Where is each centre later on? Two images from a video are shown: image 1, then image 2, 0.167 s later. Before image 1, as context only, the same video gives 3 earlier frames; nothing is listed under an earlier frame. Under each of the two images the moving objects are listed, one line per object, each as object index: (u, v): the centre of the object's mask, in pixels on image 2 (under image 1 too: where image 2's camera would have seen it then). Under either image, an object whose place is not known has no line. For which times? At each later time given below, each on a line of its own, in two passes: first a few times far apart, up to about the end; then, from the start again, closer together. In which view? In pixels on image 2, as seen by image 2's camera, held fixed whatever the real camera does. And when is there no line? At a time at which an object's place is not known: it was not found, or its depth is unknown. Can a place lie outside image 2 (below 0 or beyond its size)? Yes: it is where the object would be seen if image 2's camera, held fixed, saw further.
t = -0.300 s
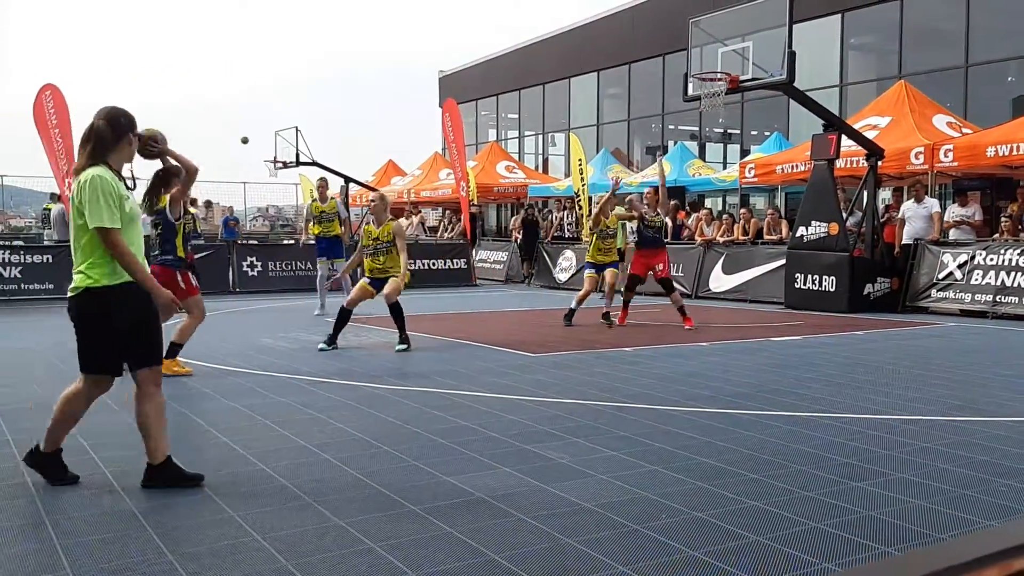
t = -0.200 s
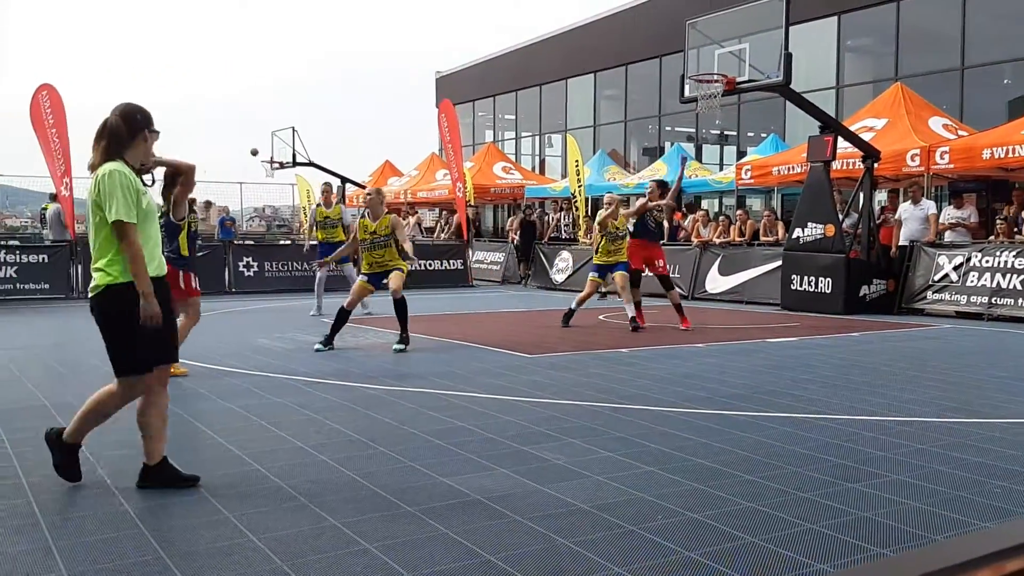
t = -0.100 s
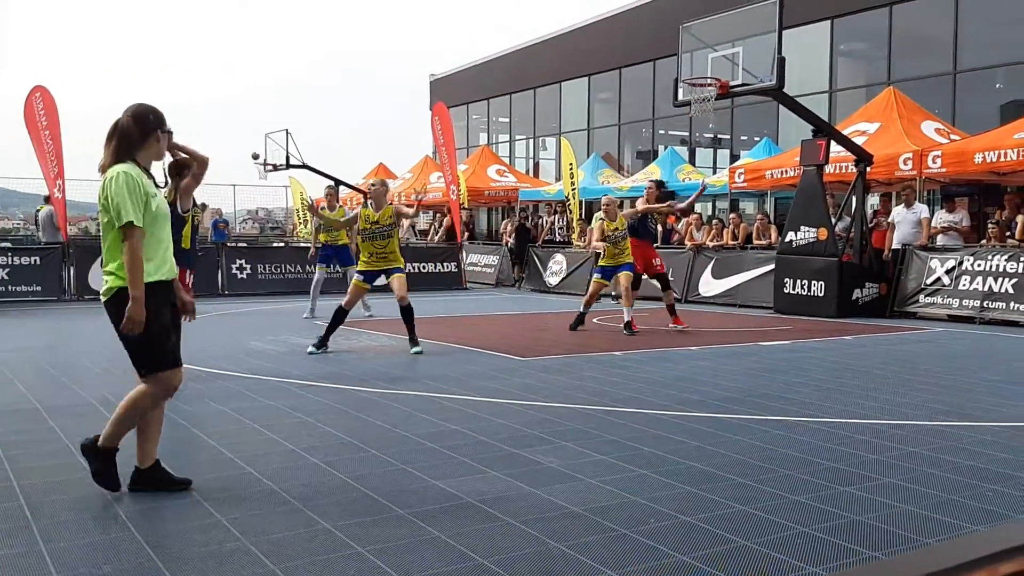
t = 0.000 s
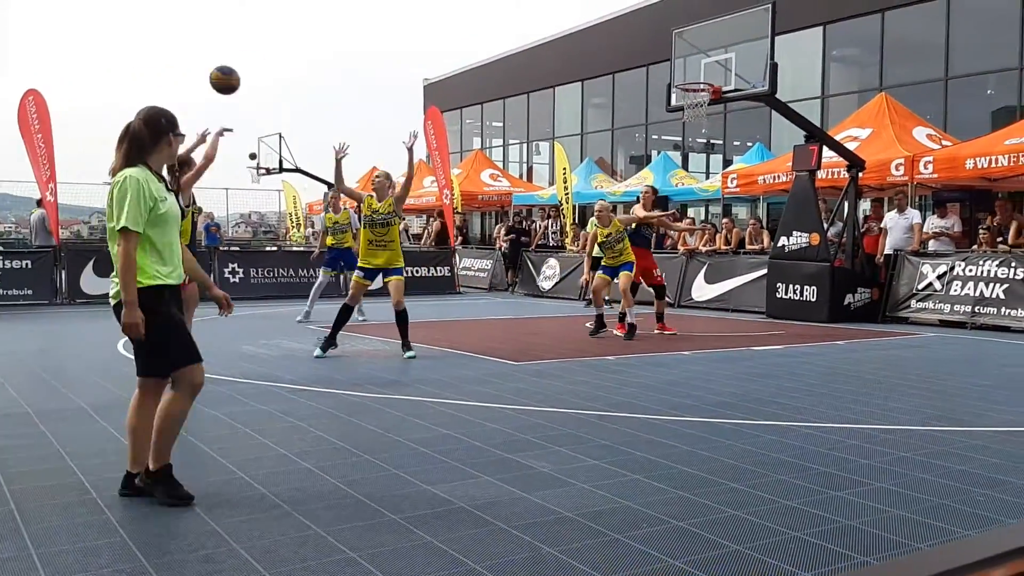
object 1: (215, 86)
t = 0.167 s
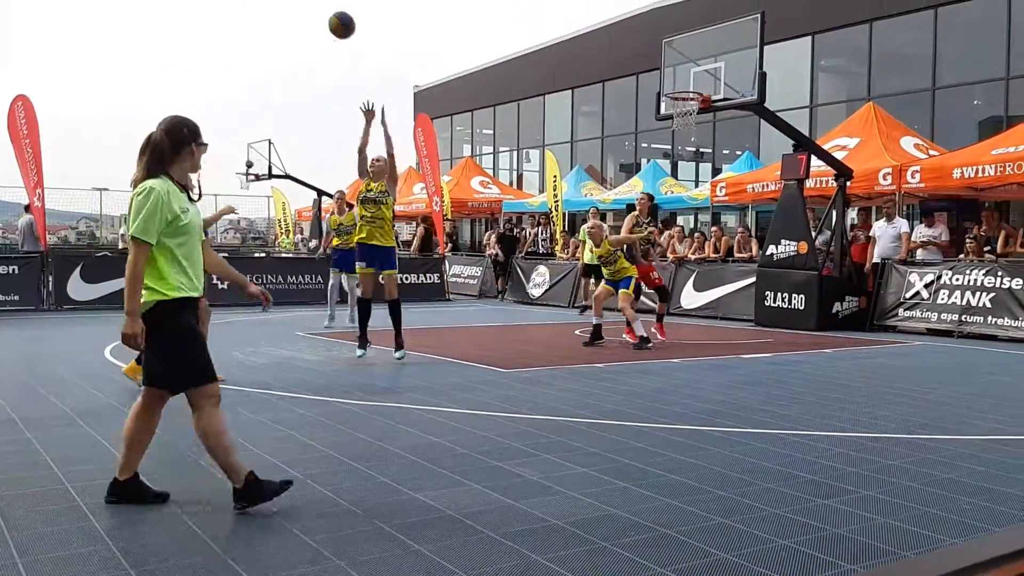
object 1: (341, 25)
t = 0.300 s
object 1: (427, 6)
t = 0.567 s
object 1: (563, 21)
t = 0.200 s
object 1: (364, 18)
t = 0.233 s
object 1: (386, 12)
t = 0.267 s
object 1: (406, 8)
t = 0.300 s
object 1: (427, 6)
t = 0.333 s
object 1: (446, 4)
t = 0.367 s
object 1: (464, 3)
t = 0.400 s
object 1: (482, 3)
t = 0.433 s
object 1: (499, 4)
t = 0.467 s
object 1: (516, 7)
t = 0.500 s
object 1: (532, 11)
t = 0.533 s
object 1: (548, 15)
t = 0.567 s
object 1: (563, 21)
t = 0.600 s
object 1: (577, 27)
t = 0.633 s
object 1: (591, 34)
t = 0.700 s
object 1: (617, 51)
